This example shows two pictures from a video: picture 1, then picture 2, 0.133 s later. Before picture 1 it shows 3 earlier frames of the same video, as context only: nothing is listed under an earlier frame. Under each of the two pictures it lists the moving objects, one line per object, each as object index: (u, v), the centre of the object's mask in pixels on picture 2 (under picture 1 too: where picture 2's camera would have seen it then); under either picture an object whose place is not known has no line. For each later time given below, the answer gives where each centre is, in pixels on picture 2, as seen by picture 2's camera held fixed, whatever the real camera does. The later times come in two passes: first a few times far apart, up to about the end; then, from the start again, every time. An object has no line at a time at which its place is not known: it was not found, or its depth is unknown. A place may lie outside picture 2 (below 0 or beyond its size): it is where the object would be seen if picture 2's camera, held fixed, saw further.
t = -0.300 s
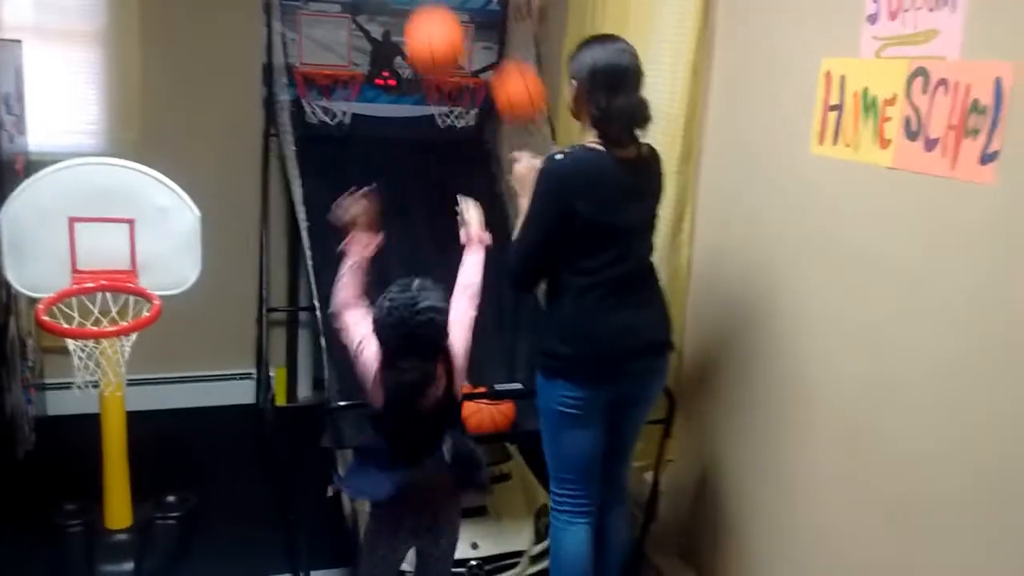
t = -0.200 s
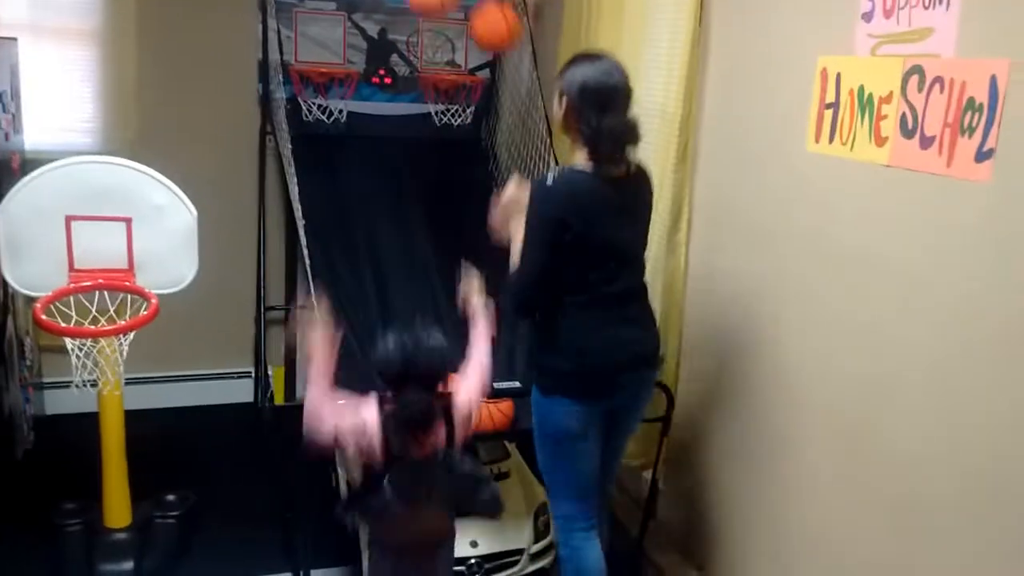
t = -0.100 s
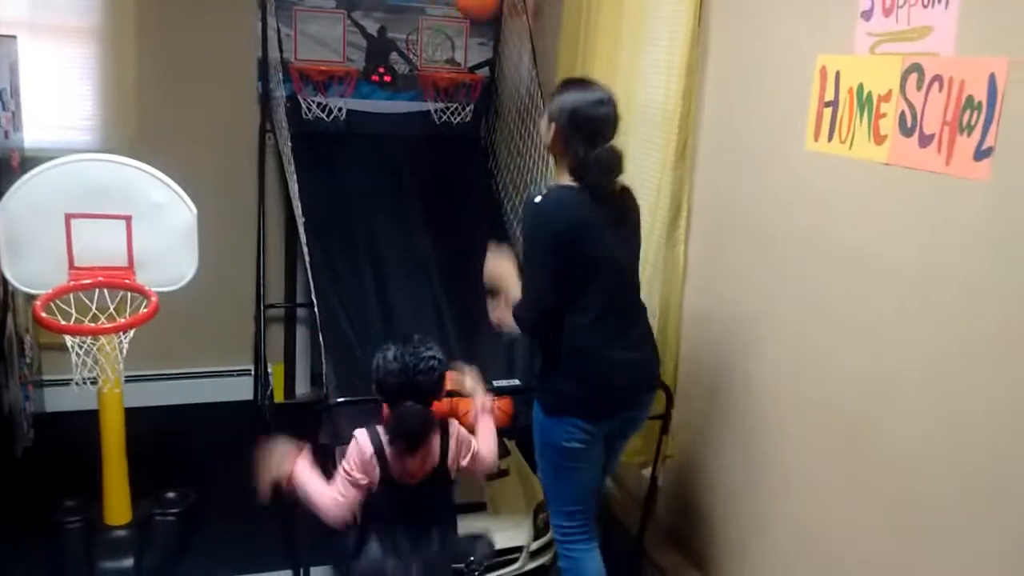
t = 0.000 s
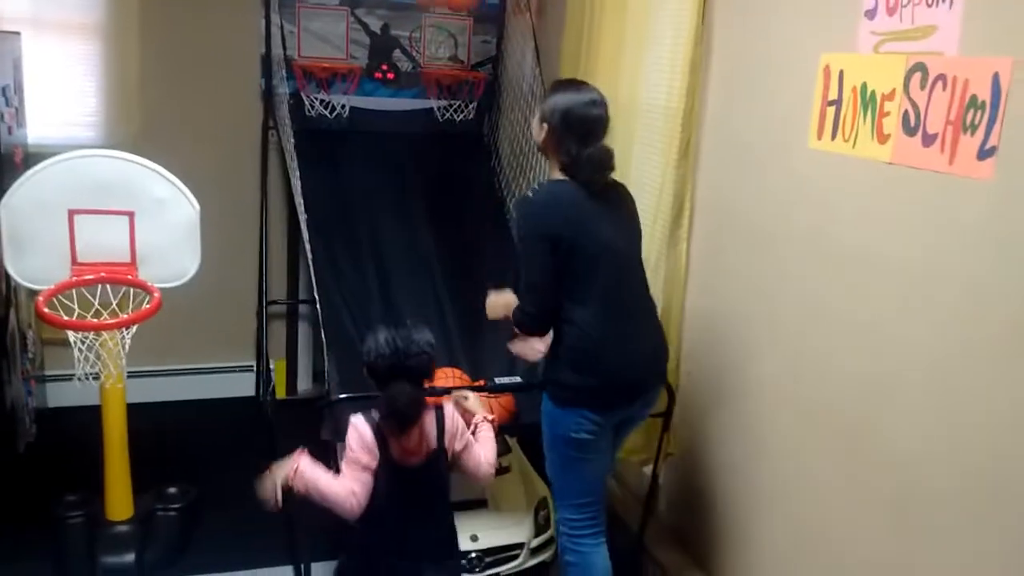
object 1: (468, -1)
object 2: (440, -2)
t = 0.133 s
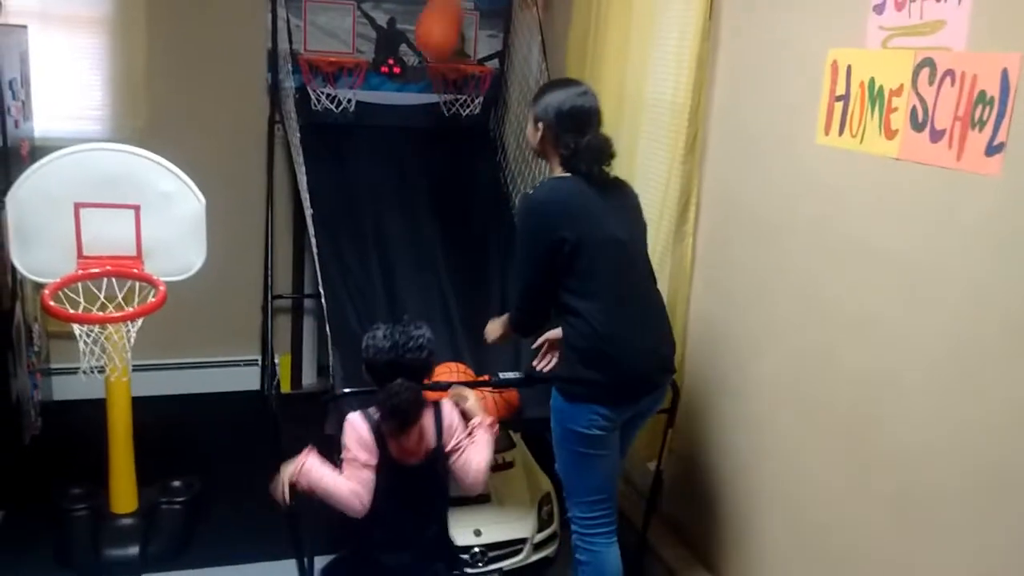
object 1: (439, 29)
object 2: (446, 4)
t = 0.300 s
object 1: (429, 146)
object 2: (436, 26)
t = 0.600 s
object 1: (455, 199)
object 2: (446, 88)
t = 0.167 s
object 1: (437, 44)
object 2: (438, 24)
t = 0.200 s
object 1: (433, 76)
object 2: (433, 41)
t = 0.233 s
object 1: (432, 97)
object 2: (433, 39)
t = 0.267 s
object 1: (430, 124)
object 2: (435, 27)
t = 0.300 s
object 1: (429, 146)
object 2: (436, 26)
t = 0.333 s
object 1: (429, 163)
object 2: (437, 25)
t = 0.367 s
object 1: (432, 167)
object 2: (438, 24)
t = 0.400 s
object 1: (435, 171)
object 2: (442, 26)
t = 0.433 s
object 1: (440, 174)
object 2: (443, 29)
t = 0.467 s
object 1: (443, 177)
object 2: (444, 34)
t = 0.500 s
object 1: (446, 180)
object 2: (445, 44)
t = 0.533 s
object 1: (450, 185)
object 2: (446, 57)
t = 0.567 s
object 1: (453, 192)
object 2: (445, 71)
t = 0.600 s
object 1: (455, 199)
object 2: (446, 88)
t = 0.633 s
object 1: (457, 206)
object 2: (447, 114)
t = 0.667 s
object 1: (459, 213)
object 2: (447, 137)
